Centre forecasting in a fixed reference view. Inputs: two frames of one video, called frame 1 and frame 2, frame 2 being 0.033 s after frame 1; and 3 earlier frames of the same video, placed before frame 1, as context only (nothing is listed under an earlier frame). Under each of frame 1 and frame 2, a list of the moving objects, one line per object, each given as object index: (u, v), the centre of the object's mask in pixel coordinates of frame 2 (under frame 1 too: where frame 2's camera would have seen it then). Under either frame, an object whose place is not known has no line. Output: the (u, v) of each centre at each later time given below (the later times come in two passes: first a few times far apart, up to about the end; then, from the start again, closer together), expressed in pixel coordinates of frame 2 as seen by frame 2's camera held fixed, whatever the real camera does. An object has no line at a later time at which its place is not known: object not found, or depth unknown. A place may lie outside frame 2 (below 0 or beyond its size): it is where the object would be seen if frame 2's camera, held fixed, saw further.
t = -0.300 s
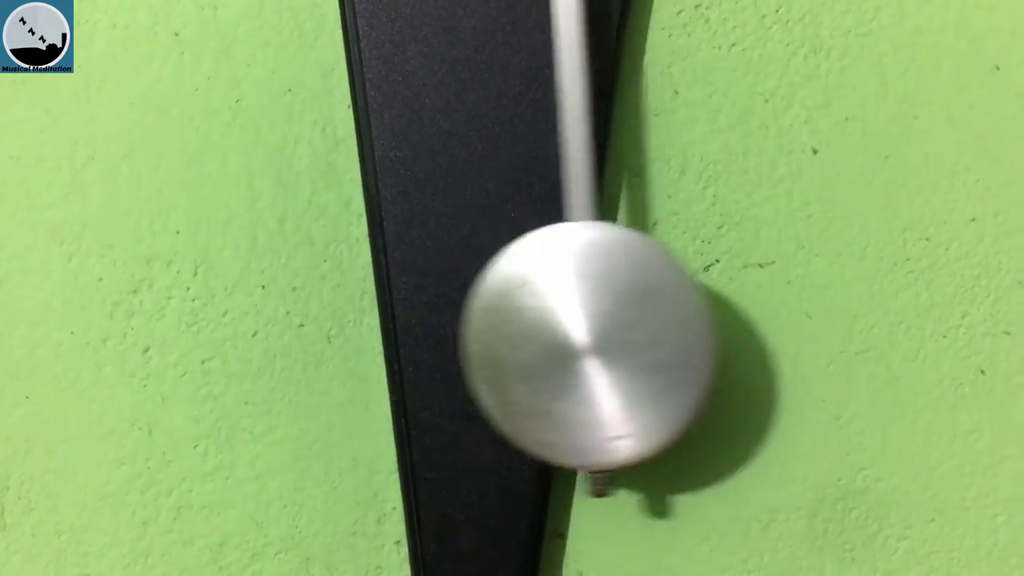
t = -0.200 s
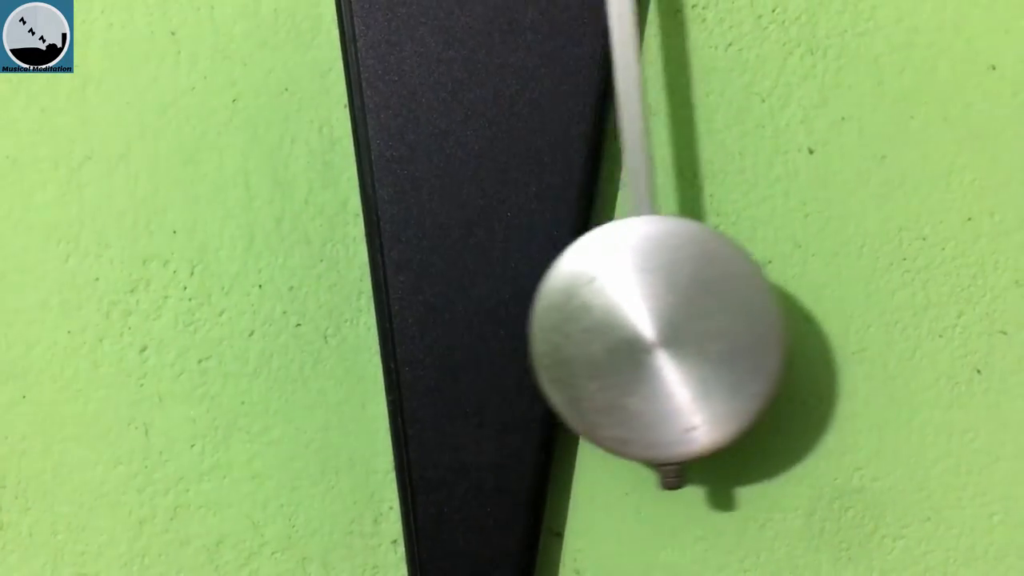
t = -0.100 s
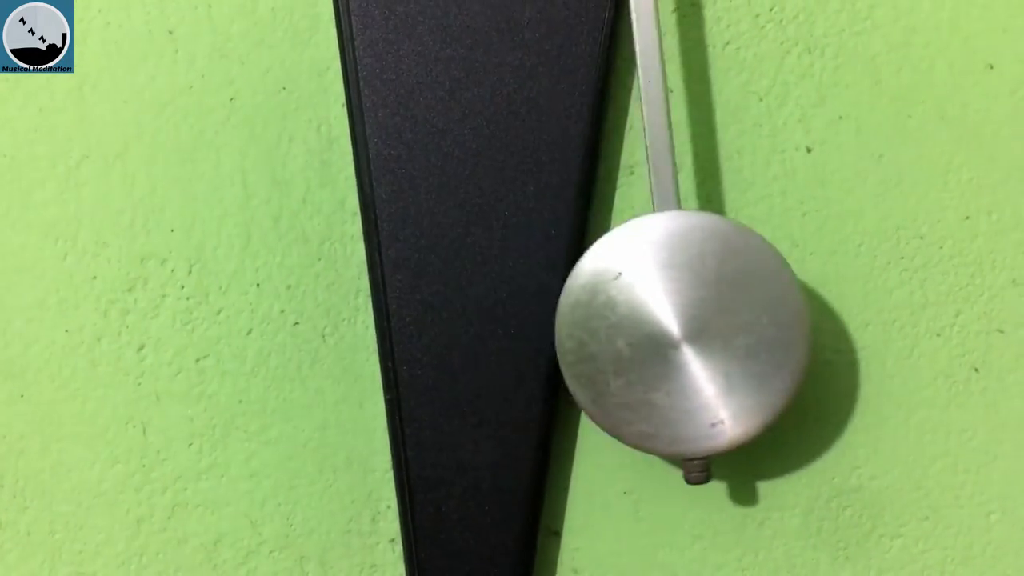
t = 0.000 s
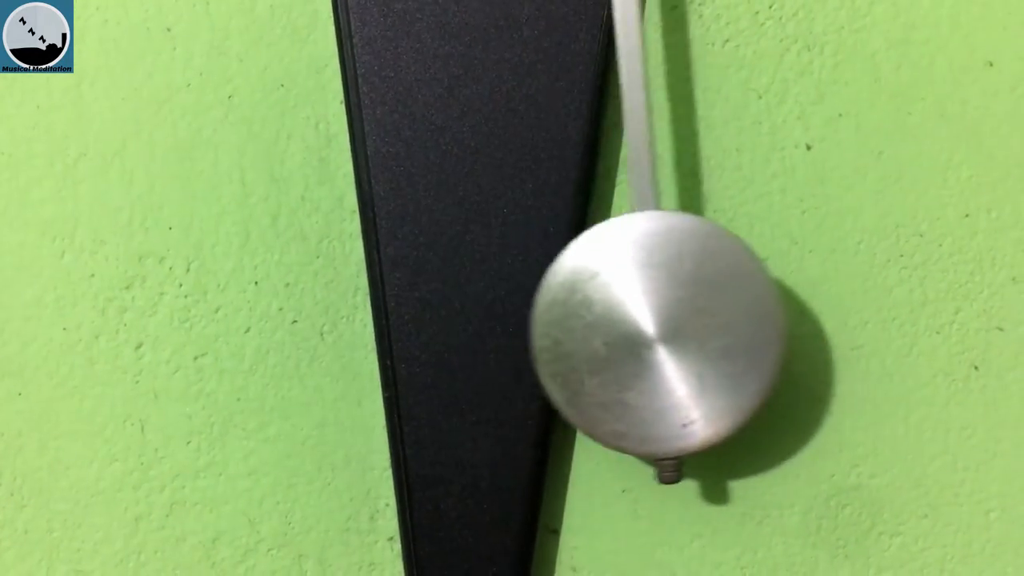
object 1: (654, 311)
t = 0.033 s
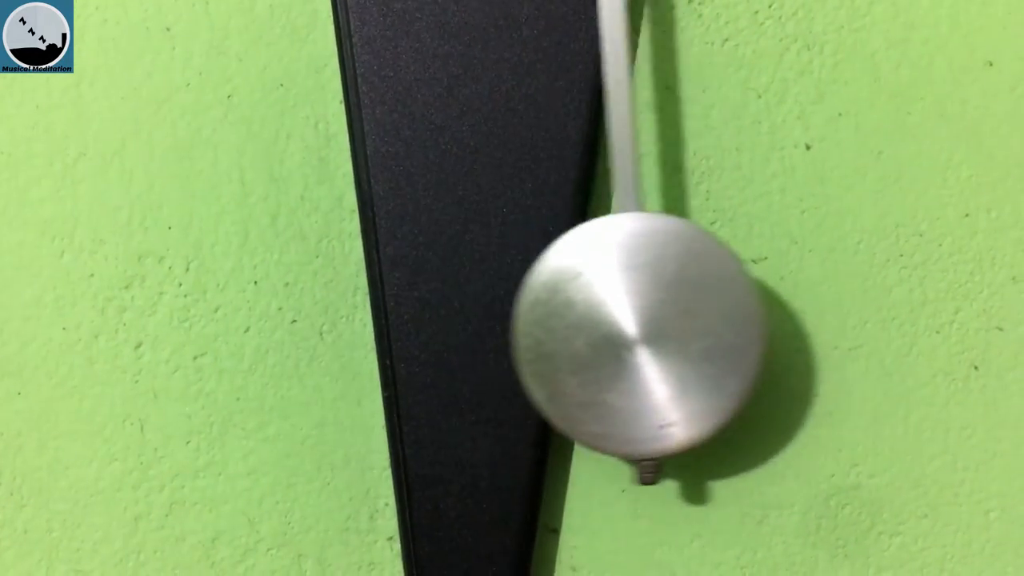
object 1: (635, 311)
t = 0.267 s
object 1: (434, 308)
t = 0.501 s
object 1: (306, 309)
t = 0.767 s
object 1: (467, 312)
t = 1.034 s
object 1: (666, 308)
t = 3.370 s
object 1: (666, 308)
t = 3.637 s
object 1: (585, 311)
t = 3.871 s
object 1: (373, 307)
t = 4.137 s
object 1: (340, 309)
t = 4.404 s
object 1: (569, 311)
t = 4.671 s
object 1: (669, 309)
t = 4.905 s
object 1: (504, 308)
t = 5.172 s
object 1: (319, 309)
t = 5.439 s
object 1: (432, 313)
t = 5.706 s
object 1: (646, 310)
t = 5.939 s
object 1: (617, 308)
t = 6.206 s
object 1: (397, 309)
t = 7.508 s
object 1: (332, 311)
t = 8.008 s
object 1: (611, 311)
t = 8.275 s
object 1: (624, 310)
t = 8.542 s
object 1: (412, 309)
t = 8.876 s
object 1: (363, 311)
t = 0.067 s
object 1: (612, 310)
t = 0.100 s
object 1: (585, 309)
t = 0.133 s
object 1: (557, 309)
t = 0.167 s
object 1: (525, 310)
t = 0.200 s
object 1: (495, 309)
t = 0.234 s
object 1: (465, 308)
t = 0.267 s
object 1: (434, 308)
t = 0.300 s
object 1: (406, 306)
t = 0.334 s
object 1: (378, 304)
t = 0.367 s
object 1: (355, 303)
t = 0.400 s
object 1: (334, 307)
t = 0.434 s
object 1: (319, 309)
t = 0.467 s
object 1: (309, 308)
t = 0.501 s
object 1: (306, 309)
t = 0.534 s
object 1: (308, 309)
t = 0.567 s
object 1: (317, 311)
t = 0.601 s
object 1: (332, 312)
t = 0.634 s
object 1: (351, 312)
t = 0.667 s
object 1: (376, 312)
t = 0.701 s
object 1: (404, 312)
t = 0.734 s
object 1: (434, 313)
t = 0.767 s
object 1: (467, 312)
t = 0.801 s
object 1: (497, 312)
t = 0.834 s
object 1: (529, 312)
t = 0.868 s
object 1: (560, 311)
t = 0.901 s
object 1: (589, 311)
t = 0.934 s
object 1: (615, 310)
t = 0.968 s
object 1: (637, 309)
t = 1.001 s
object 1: (654, 309)
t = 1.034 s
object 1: (666, 308)
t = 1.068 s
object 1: (672, 307)
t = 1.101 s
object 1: (672, 307)
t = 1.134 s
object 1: (667, 307)
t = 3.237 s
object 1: (575, 307)
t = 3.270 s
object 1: (603, 308)
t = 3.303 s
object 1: (628, 307)
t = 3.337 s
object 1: (650, 309)
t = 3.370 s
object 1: (666, 308)
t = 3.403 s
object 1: (676, 308)
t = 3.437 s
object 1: (680, 308)
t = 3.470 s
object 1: (679, 308)
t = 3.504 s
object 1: (671, 309)
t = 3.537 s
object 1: (657, 311)
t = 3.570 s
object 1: (637, 311)
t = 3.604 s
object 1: (614, 311)
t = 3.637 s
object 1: (585, 311)
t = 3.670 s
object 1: (556, 312)
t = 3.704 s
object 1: (523, 313)
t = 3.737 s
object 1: (493, 311)
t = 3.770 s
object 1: (461, 310)
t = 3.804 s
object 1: (430, 310)
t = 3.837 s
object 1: (400, 307)
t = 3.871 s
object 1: (373, 307)
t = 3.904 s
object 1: (350, 308)
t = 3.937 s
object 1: (331, 308)
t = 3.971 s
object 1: (318, 308)
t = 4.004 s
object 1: (311, 308)
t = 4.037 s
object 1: (309, 308)
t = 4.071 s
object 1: (314, 308)
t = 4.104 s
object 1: (324, 308)
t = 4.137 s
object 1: (340, 309)
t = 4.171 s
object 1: (360, 309)
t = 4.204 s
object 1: (386, 310)
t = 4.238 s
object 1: (414, 309)
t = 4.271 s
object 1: (444, 309)
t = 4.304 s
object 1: (476, 310)
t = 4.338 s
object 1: (506, 312)
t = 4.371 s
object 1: (538, 312)
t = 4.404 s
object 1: (569, 311)
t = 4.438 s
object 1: (598, 311)
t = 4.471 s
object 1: (623, 312)
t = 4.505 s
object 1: (644, 312)
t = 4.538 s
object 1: (661, 311)
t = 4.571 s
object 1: (672, 310)
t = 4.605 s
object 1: (676, 309)
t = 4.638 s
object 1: (676, 309)
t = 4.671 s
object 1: (669, 309)
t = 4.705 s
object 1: (657, 310)
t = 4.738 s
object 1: (639, 309)
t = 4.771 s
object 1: (618, 308)
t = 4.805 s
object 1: (592, 308)
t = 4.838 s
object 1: (564, 306)
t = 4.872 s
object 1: (535, 306)
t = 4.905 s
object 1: (504, 308)
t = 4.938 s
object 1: (476, 306)
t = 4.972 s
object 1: (447, 307)
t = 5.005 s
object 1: (418, 306)
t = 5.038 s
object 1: (391, 305)
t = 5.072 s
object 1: (367, 305)
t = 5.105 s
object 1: (348, 302)
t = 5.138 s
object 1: (330, 308)
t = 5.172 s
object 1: (319, 309)
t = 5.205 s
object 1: (314, 310)
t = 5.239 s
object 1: (315, 310)
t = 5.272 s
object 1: (322, 311)
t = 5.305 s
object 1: (335, 312)
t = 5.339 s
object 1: (353, 312)
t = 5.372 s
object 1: (376, 313)
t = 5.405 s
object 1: (403, 313)
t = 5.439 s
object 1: (432, 313)
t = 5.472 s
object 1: (462, 313)
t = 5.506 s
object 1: (493, 312)
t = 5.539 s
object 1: (523, 312)
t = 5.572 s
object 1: (554, 312)
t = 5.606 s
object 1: (582, 311)
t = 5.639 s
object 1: (607, 310)
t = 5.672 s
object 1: (629, 311)
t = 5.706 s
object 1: (646, 310)
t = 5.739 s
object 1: (658, 310)
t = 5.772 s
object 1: (665, 309)
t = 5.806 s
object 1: (666, 308)
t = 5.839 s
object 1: (661, 308)
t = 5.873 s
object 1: (651, 308)
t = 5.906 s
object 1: (636, 308)
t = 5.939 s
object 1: (617, 308)
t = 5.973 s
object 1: (594, 308)
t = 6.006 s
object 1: (568, 309)
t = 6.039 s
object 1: (539, 310)
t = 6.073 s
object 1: (510, 311)
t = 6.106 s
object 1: (482, 311)
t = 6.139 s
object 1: (452, 310)
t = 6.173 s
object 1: (424, 310)
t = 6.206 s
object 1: (397, 309)
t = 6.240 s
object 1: (372, 311)
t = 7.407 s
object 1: (383, 309)
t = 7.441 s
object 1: (362, 310)
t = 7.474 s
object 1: (345, 311)
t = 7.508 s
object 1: (332, 311)
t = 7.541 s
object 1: (325, 311)
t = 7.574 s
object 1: (323, 312)
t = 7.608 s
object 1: (327, 311)
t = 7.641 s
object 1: (337, 312)
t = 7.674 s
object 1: (351, 312)
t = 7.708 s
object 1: (370, 313)
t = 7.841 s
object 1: (477, 312)
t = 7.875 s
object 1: (504, 314)
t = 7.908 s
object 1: (534, 313)
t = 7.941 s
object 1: (562, 313)
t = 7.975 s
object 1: (589, 312)
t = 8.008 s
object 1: (611, 311)
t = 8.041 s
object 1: (630, 311)
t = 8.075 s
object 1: (645, 310)
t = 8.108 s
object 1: (655, 310)
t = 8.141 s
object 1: (660, 309)
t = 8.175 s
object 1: (659, 309)
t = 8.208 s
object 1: (652, 309)
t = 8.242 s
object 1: (640, 310)
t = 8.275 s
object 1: (624, 310)
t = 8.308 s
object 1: (604, 310)
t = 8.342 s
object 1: (580, 310)
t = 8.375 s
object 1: (553, 310)
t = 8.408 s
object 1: (525, 311)
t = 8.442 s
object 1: (497, 312)
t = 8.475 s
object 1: (469, 311)
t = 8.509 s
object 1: (440, 310)
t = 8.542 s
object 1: (412, 309)
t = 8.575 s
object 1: (386, 310)
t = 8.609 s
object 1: (363, 310)
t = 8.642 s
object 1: (345, 311)
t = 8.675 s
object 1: (330, 310)
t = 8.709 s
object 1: (321, 311)
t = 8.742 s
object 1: (319, 310)
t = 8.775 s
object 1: (322, 310)
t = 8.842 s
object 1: (344, 311)
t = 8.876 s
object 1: (363, 311)
